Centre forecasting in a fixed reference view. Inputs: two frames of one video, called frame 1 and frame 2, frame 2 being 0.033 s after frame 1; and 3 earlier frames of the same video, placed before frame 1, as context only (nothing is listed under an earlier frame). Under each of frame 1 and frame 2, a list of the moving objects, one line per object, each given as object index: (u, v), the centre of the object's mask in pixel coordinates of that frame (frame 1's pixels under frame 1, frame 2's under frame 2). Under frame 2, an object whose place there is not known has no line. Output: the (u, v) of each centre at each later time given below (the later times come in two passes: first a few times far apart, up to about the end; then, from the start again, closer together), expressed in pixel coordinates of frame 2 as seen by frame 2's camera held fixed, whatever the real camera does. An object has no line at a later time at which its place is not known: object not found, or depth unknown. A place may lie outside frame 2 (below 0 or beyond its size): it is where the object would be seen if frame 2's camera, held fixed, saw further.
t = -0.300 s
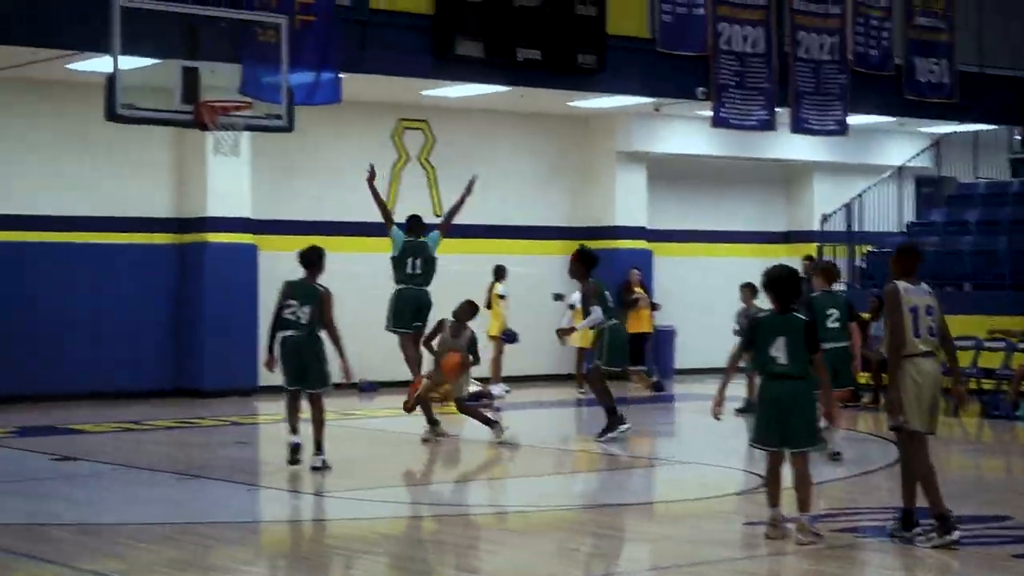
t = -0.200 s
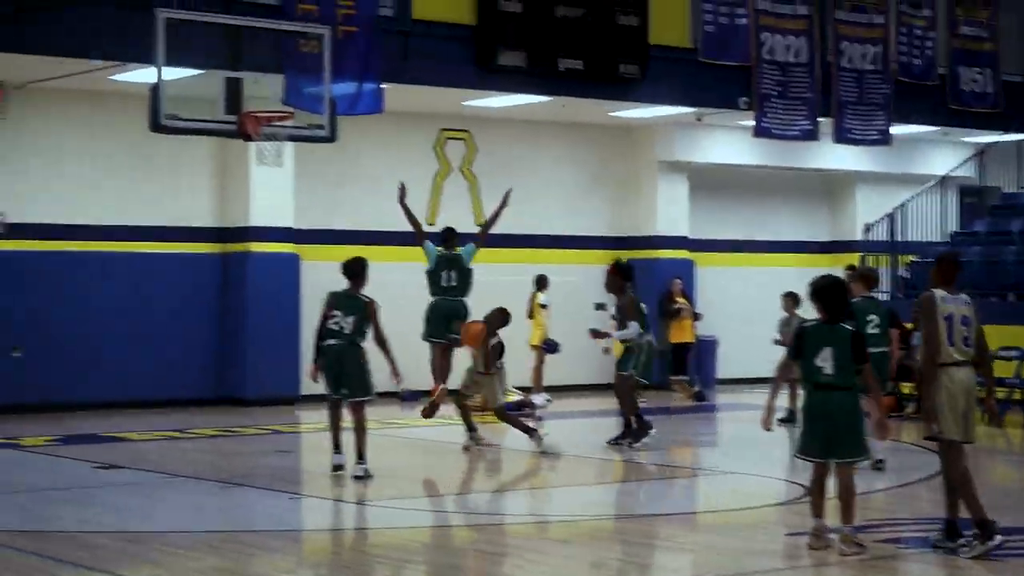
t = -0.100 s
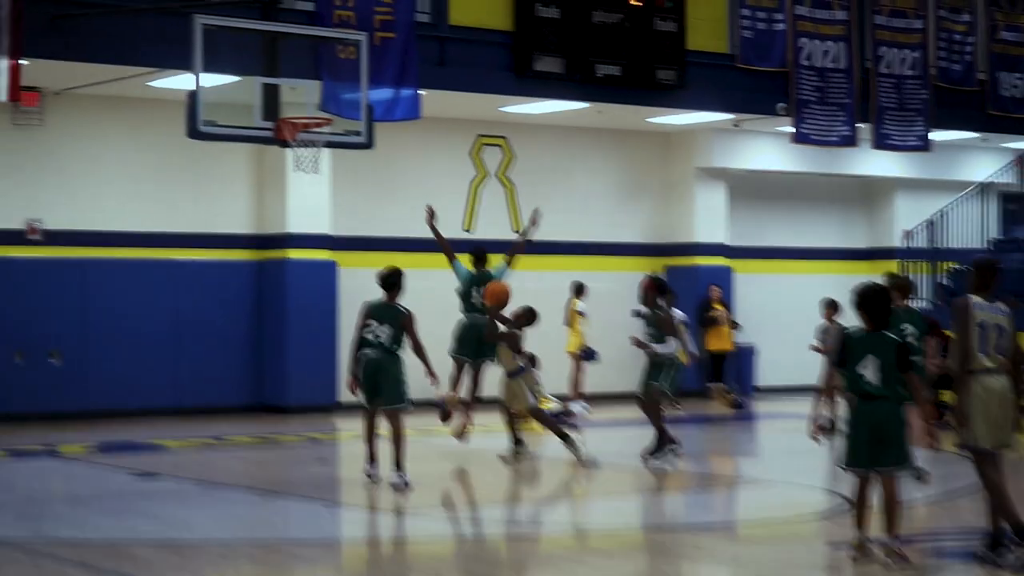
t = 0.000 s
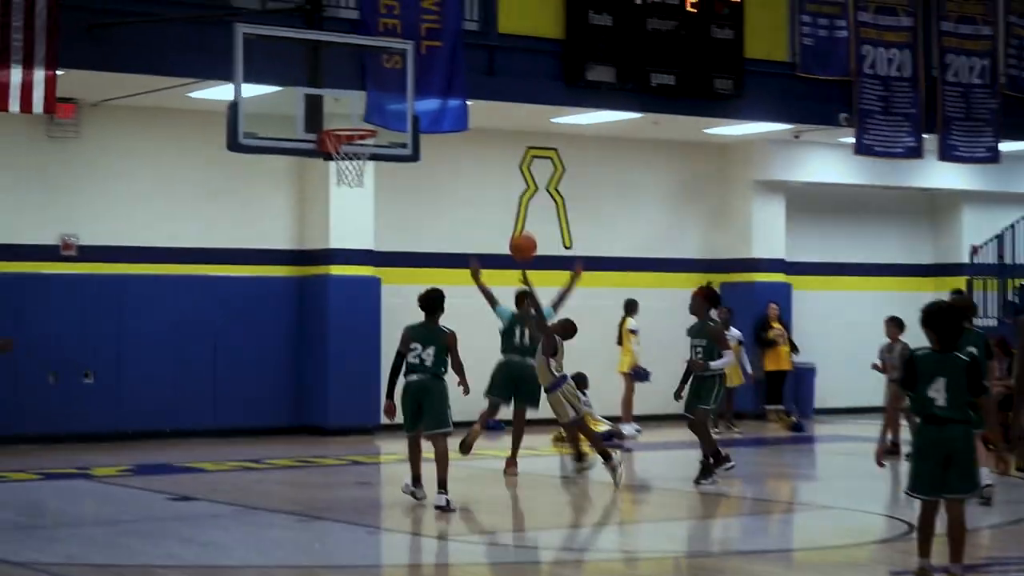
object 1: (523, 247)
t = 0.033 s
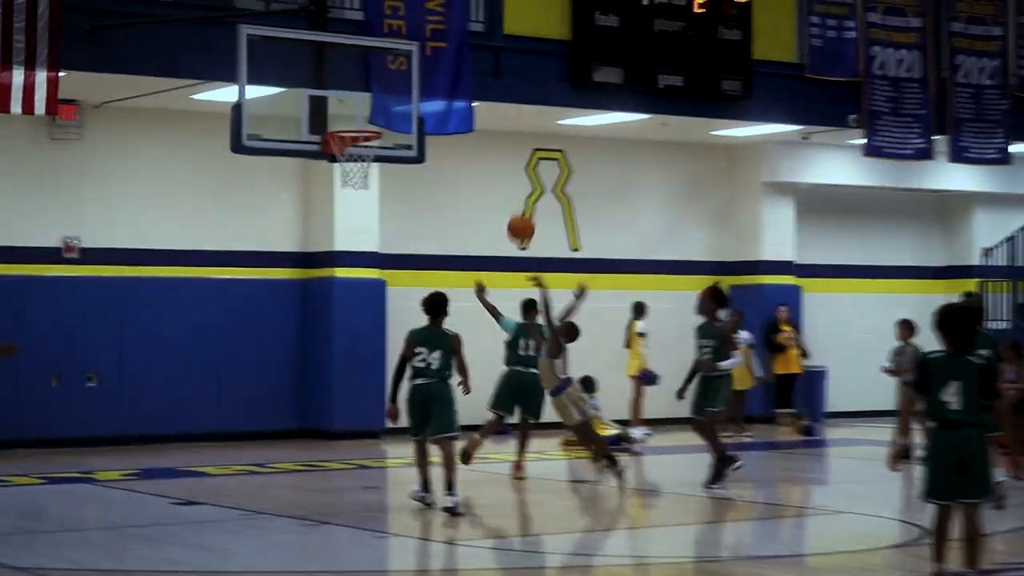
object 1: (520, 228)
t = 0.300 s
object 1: (452, 115)
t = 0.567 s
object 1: (387, 83)
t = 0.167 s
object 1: (486, 160)
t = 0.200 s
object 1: (476, 147)
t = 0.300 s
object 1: (452, 115)
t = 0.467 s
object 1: (411, 85)
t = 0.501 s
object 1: (403, 83)
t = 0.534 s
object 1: (396, 82)
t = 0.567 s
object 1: (387, 83)
